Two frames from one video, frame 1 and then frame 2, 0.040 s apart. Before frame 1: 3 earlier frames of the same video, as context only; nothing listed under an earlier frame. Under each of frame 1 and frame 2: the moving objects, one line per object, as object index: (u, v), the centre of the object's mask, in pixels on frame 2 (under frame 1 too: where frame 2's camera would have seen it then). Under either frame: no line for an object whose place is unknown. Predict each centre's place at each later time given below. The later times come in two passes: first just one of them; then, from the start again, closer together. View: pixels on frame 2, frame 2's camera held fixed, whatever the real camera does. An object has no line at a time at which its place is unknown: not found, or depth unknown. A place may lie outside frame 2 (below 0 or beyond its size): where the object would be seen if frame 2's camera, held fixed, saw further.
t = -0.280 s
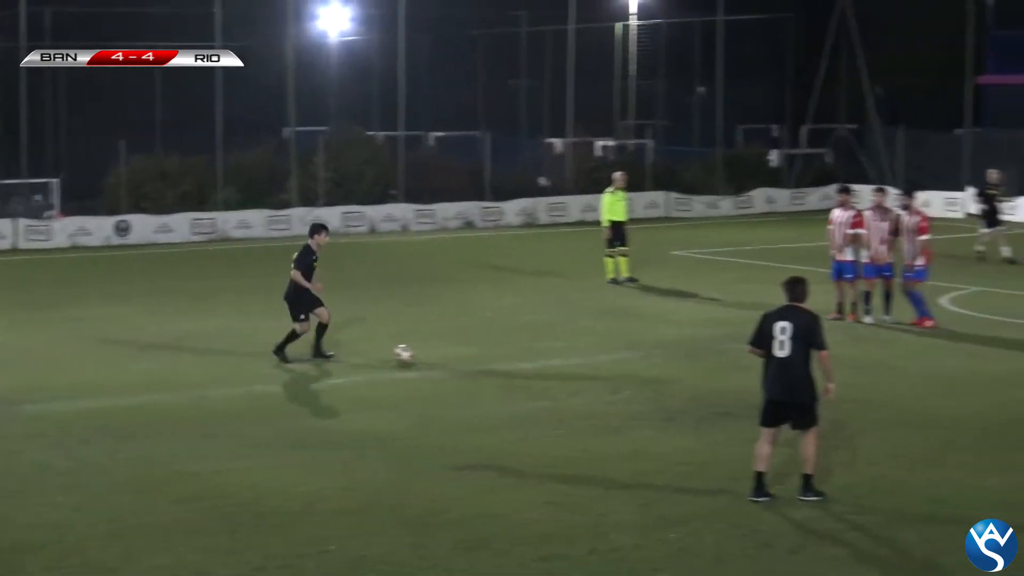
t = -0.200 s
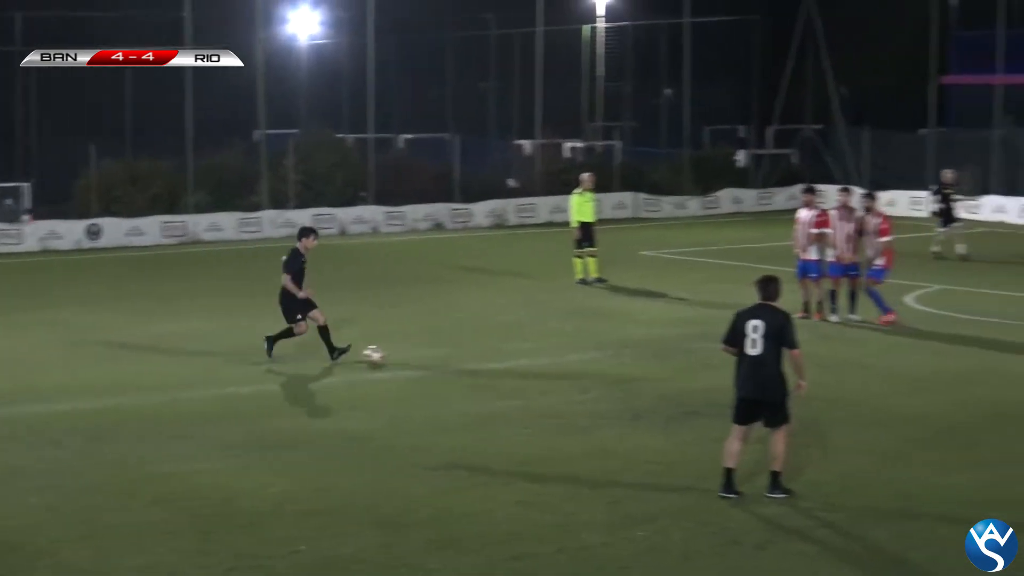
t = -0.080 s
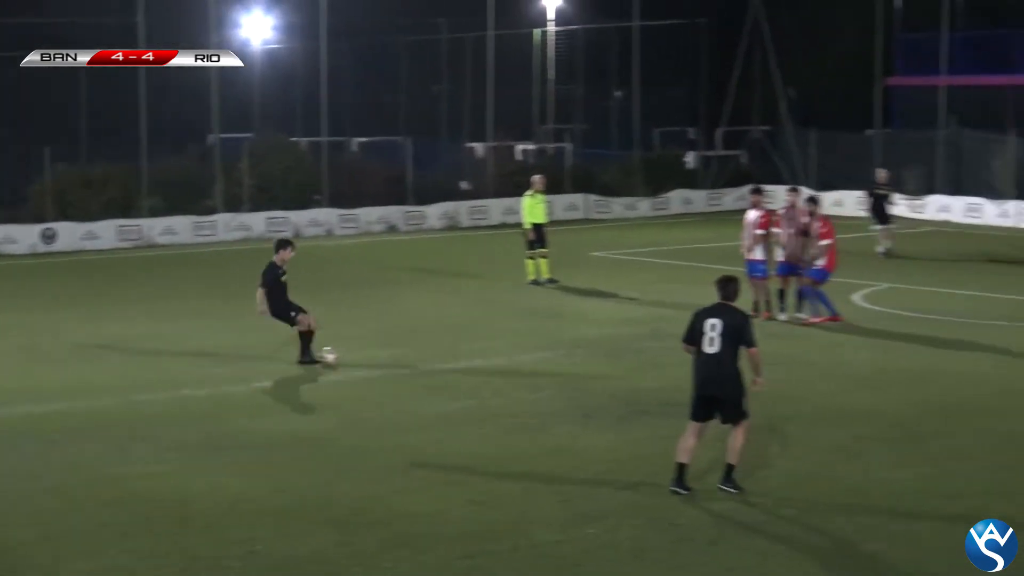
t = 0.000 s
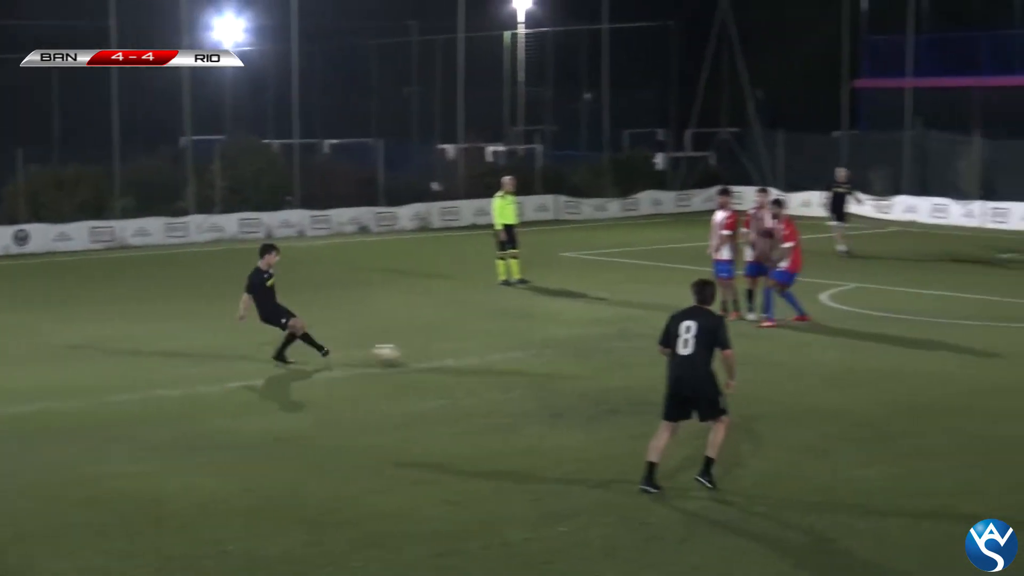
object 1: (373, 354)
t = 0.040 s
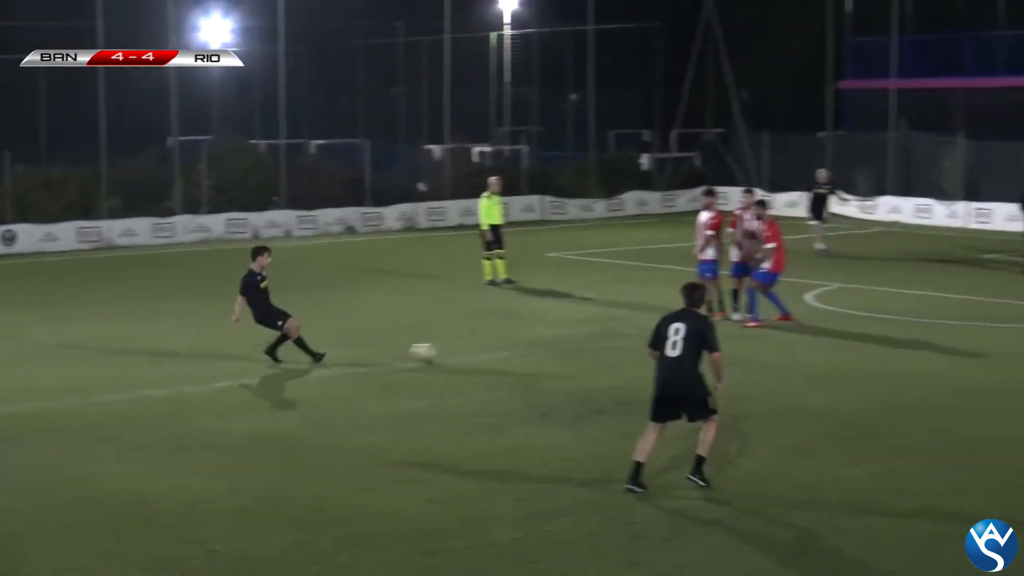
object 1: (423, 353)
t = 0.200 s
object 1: (611, 346)
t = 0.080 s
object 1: (472, 351)
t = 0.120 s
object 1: (520, 349)
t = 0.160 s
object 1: (566, 348)
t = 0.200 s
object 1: (611, 346)
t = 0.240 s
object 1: (655, 345)
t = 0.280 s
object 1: (690, 341)
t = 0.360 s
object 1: (778, 338)
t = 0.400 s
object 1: (819, 340)
